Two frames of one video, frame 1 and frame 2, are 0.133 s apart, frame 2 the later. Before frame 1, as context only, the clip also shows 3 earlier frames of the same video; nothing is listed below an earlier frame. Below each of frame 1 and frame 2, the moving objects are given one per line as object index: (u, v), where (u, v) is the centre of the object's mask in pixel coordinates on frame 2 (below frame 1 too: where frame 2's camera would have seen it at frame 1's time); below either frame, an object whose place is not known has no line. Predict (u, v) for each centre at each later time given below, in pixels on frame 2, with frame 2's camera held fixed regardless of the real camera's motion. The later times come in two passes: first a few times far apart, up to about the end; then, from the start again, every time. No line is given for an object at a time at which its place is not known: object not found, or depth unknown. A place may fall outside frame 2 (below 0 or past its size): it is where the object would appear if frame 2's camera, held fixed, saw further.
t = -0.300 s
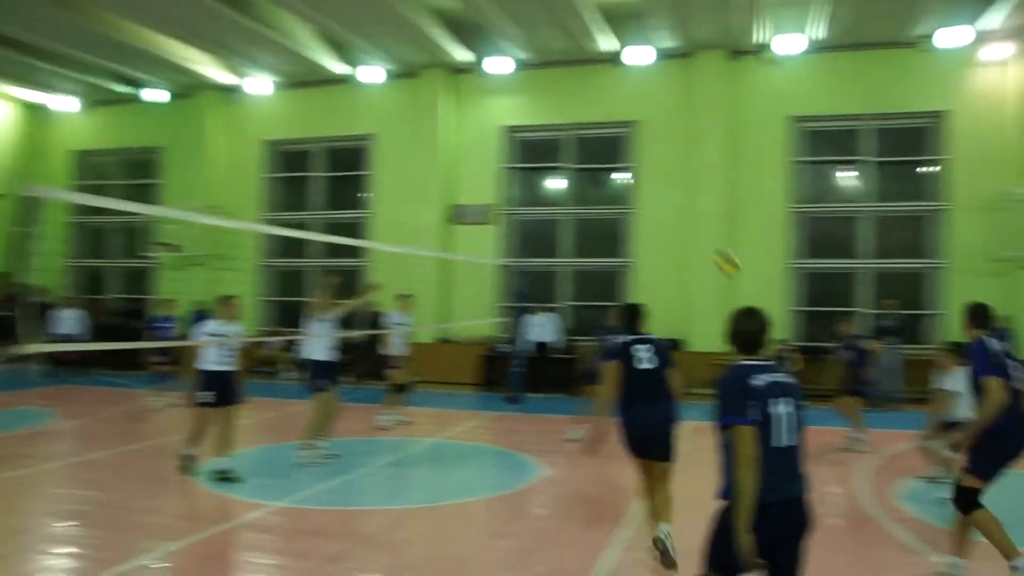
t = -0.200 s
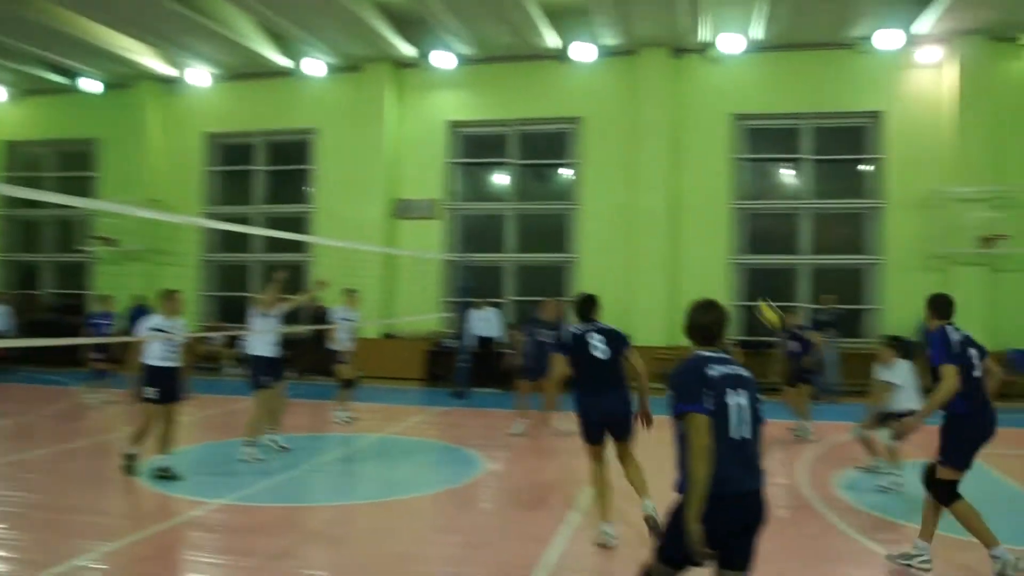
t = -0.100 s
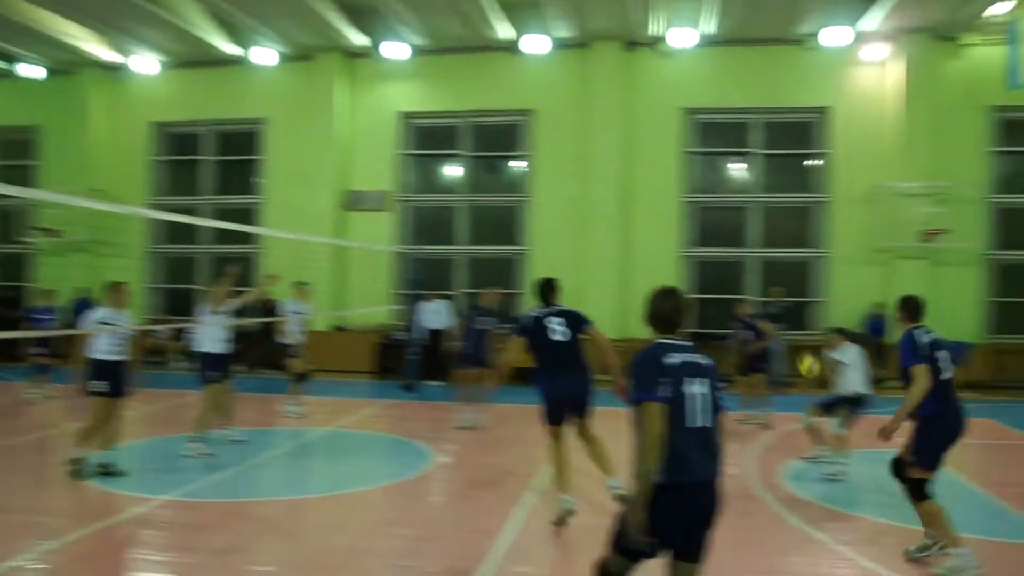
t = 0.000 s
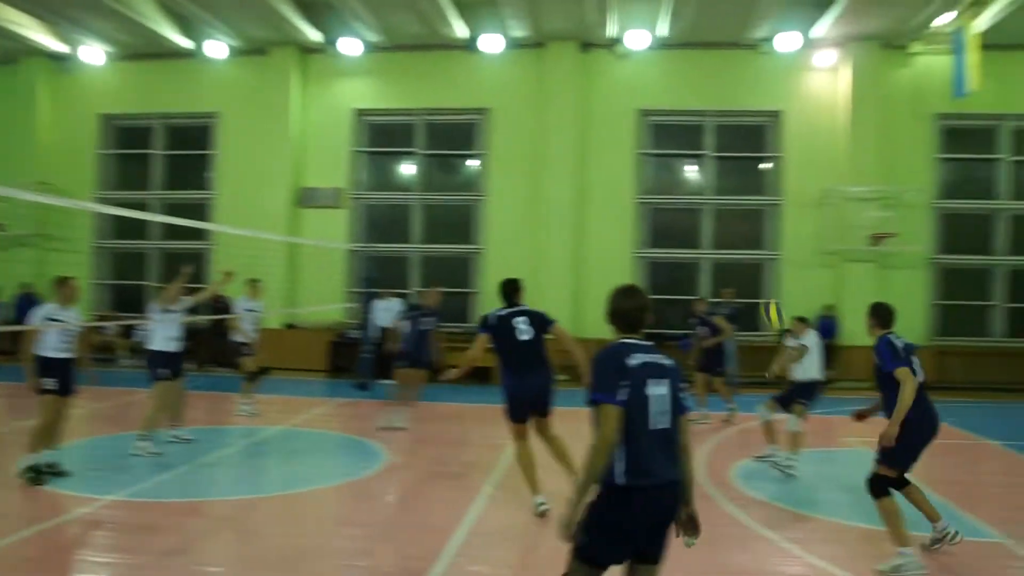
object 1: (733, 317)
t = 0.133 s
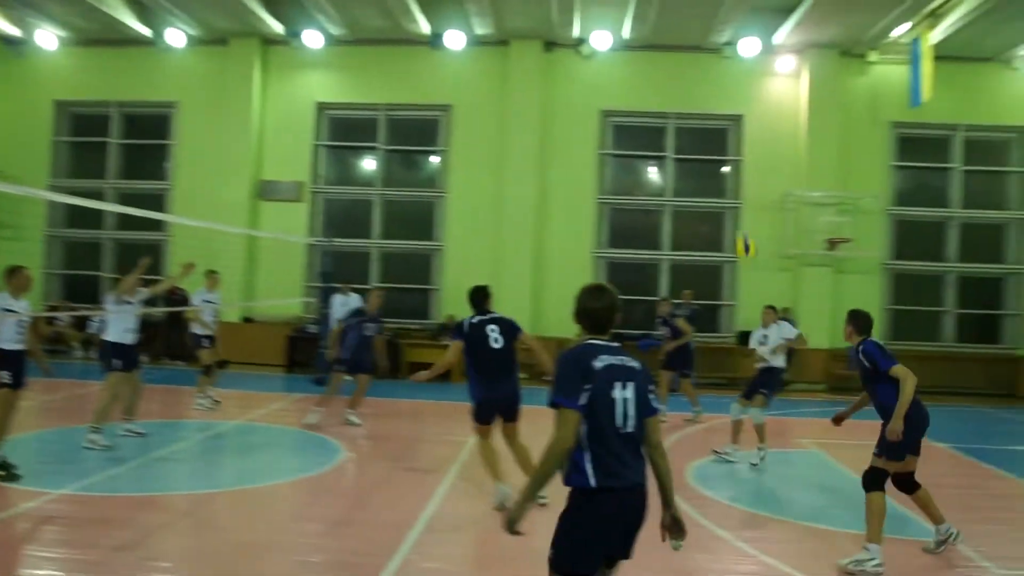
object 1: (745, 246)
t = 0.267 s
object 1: (759, 185)
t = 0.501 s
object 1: (793, 117)
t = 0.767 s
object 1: (847, 112)
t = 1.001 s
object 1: (911, 227)
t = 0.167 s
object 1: (748, 230)
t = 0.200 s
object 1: (752, 216)
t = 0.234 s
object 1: (756, 199)
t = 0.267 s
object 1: (759, 185)
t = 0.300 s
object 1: (762, 173)
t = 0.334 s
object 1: (769, 162)
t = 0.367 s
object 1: (774, 150)
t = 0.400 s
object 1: (778, 139)
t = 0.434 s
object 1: (783, 132)
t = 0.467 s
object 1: (788, 123)
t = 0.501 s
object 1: (793, 117)
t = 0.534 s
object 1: (799, 111)
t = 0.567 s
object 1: (805, 107)
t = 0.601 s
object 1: (813, 104)
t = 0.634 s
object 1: (819, 103)
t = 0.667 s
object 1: (826, 102)
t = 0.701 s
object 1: (832, 104)
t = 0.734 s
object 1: (839, 106)
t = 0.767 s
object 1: (847, 112)
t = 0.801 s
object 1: (855, 120)
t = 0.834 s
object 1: (864, 130)
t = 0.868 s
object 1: (874, 143)
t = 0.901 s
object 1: (883, 158)
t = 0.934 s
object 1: (892, 177)
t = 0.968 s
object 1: (901, 198)
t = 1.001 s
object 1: (911, 227)
